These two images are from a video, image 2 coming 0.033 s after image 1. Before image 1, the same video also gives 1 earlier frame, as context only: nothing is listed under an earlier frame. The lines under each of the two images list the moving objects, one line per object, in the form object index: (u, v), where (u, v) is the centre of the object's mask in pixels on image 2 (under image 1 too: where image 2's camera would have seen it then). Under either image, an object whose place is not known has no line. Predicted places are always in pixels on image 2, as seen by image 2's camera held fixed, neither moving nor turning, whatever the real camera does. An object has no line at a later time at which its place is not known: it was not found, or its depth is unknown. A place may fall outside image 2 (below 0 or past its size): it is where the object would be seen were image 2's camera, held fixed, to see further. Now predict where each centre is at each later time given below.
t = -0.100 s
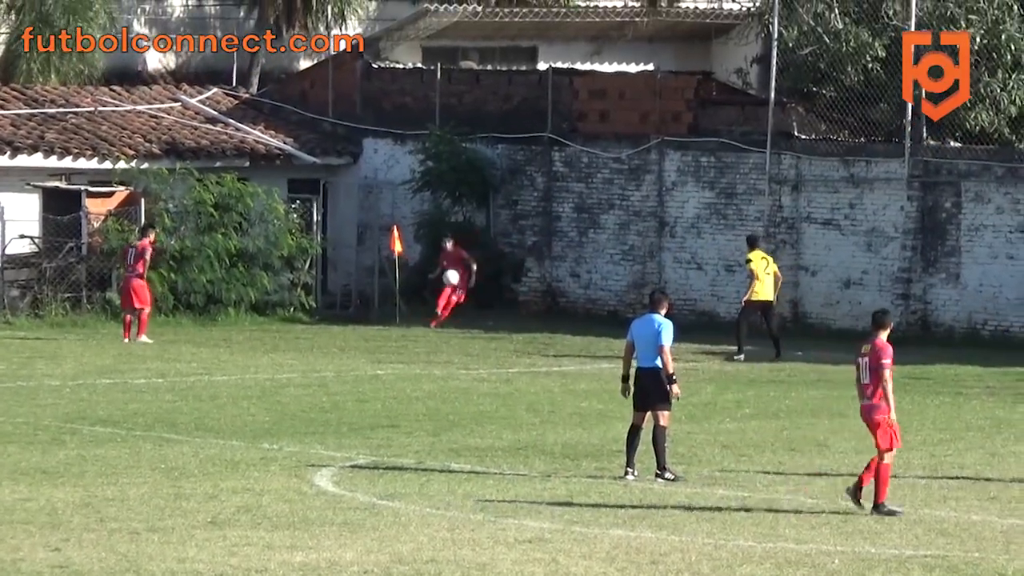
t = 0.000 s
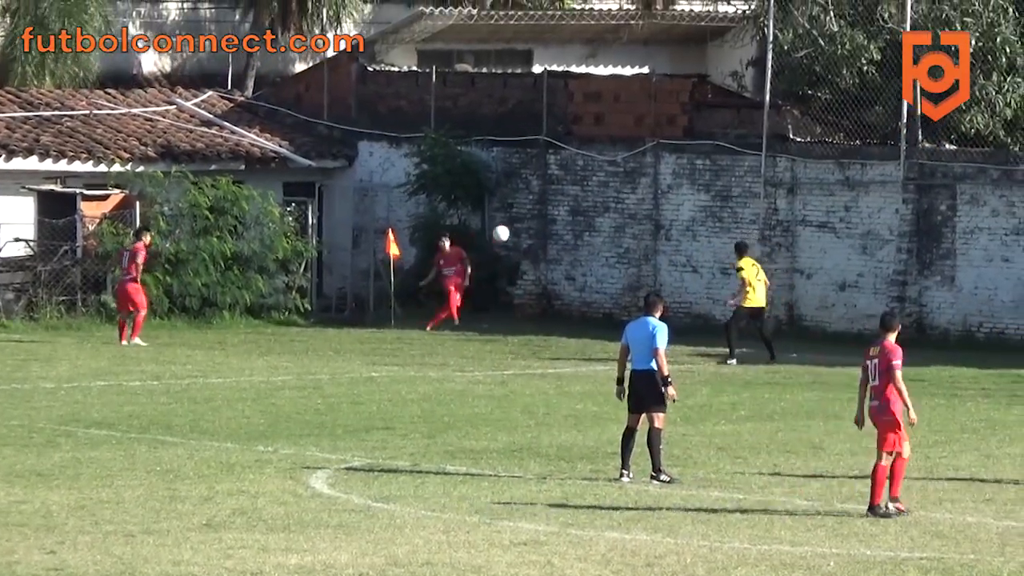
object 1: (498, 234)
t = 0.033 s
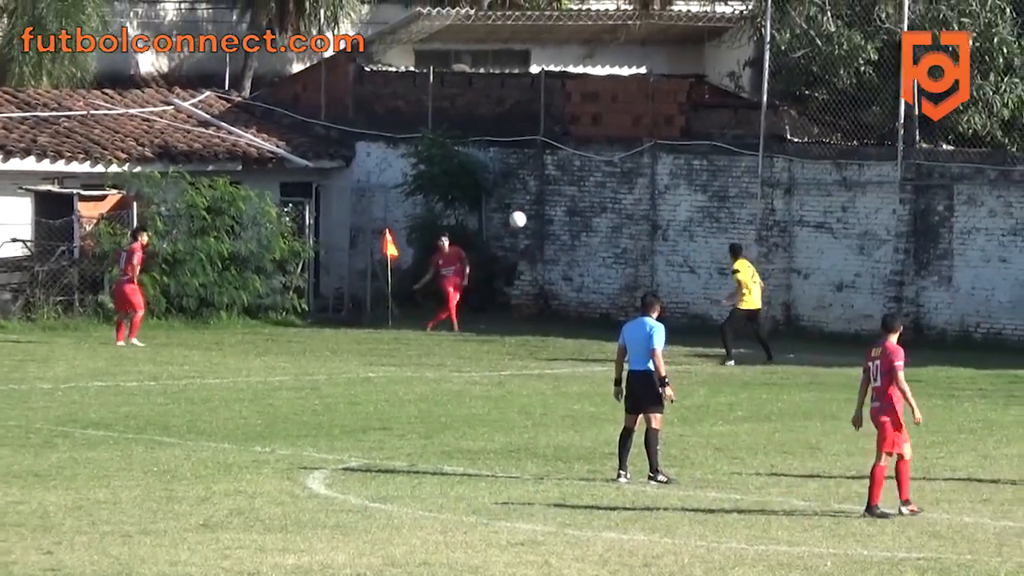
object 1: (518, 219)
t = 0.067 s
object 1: (537, 206)
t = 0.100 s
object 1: (558, 192)
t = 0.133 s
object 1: (579, 180)
